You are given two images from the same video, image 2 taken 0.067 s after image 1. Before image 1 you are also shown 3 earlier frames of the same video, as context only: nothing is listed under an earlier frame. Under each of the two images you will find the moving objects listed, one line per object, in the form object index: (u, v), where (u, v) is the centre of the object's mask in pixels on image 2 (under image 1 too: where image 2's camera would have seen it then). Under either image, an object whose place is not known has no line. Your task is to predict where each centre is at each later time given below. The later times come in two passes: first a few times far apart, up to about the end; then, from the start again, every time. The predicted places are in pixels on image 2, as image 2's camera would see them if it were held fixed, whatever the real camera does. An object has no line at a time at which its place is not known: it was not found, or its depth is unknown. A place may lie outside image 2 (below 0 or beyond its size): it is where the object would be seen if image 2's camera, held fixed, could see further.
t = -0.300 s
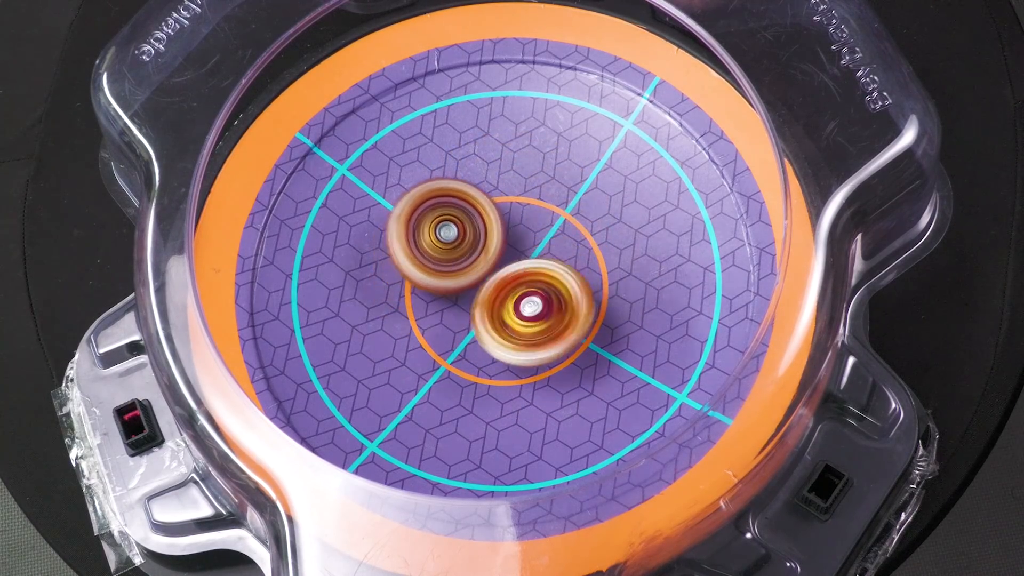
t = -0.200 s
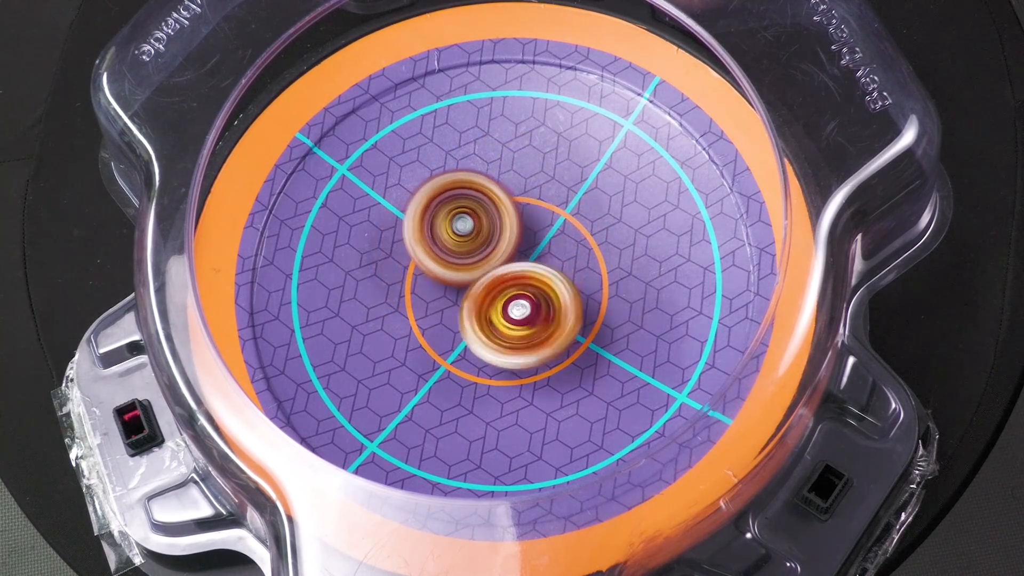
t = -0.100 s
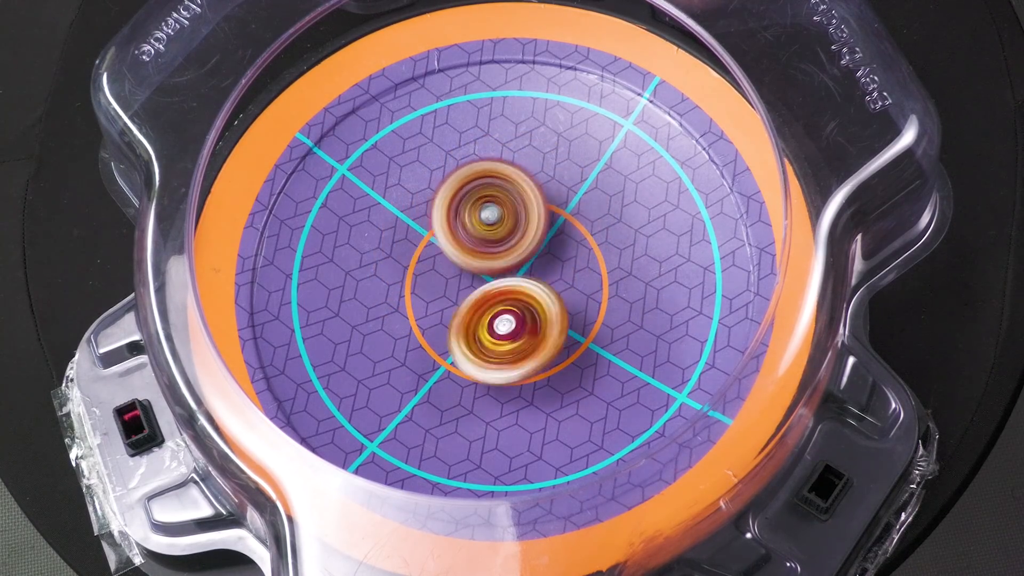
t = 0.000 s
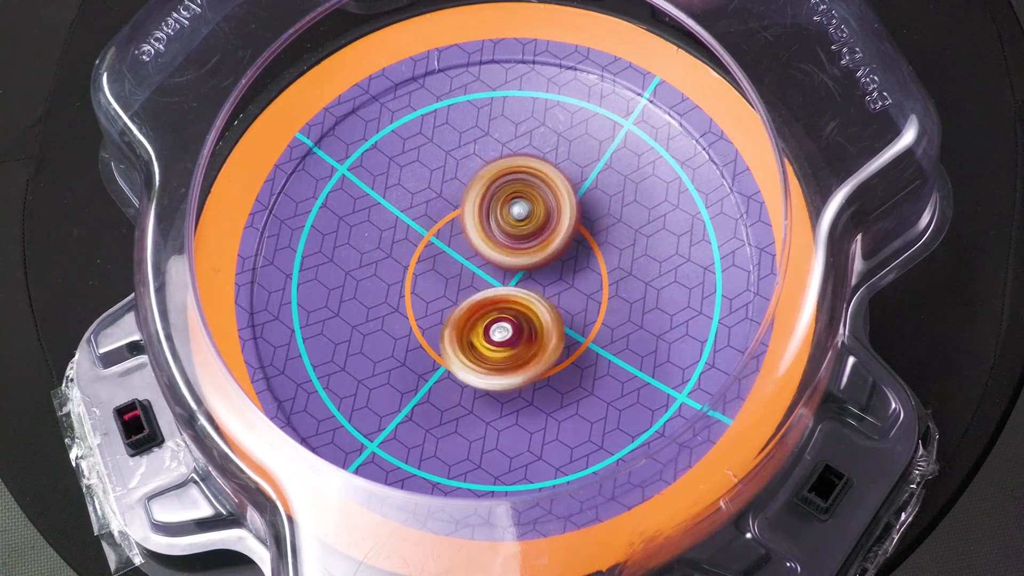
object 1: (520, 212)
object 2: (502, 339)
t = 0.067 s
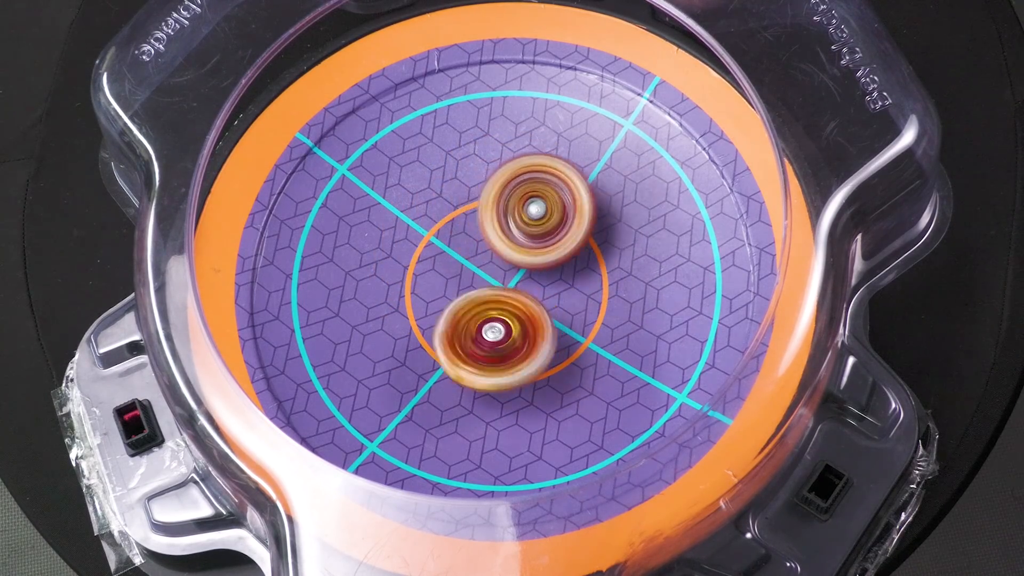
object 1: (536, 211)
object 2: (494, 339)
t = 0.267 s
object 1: (573, 219)
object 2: (484, 315)
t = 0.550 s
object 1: (584, 251)
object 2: (455, 267)
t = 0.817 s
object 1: (558, 305)
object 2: (435, 228)
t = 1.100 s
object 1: (496, 340)
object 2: (490, 221)
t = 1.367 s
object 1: (448, 345)
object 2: (530, 249)
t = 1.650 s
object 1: (429, 293)
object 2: (547, 278)
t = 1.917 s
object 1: (452, 208)
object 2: (556, 298)
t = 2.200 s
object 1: (514, 169)
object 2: (515, 280)
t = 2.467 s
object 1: (569, 193)
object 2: (462, 272)
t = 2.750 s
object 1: (588, 290)
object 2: (475, 278)
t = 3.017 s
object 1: (554, 357)
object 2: (547, 244)
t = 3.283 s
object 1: (484, 351)
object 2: (586, 187)
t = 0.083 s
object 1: (541, 211)
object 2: (492, 338)
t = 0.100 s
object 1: (544, 212)
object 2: (491, 337)
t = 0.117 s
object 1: (549, 212)
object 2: (489, 336)
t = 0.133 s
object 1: (552, 213)
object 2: (487, 334)
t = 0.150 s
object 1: (555, 213)
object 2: (487, 333)
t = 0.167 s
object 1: (559, 214)
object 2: (485, 331)
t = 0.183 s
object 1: (561, 214)
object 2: (484, 328)
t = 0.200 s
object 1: (564, 215)
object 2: (484, 326)
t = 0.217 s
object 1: (566, 216)
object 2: (483, 323)
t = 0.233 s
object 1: (569, 217)
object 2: (483, 320)
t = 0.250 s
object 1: (570, 218)
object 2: (484, 317)
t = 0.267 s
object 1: (573, 219)
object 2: (484, 315)
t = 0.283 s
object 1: (574, 220)
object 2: (485, 311)
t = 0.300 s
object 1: (576, 221)
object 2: (486, 308)
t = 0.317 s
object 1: (577, 222)
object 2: (486, 306)
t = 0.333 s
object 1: (578, 224)
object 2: (488, 303)
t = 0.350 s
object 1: (579, 225)
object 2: (488, 300)
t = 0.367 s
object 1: (581, 226)
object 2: (486, 296)
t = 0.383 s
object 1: (582, 228)
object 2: (485, 294)
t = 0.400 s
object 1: (583, 229)
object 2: (481, 291)
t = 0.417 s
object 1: (584, 232)
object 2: (477, 289)
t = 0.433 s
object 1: (585, 234)
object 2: (475, 287)
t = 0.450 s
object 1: (585, 237)
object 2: (474, 283)
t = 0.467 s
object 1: (585, 239)
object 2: (472, 280)
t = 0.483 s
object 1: (585, 242)
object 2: (471, 277)
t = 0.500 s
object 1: (585, 244)
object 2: (467, 274)
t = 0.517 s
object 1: (585, 246)
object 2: (462, 271)
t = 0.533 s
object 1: (585, 249)
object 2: (458, 269)
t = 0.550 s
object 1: (584, 251)
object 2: (455, 267)
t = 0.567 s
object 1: (583, 255)
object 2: (454, 265)
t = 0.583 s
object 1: (582, 257)
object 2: (453, 264)
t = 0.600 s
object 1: (580, 261)
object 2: (452, 262)
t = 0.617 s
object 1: (578, 264)
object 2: (452, 261)
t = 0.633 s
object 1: (576, 268)
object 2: (451, 261)
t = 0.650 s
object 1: (574, 271)
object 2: (451, 260)
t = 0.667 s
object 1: (572, 275)
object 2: (450, 258)
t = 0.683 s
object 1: (570, 279)
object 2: (446, 254)
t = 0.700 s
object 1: (571, 283)
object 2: (440, 250)
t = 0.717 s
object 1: (571, 287)
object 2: (434, 245)
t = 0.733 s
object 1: (570, 290)
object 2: (431, 241)
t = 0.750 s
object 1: (567, 294)
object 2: (429, 237)
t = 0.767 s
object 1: (566, 296)
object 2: (430, 233)
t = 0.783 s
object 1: (563, 300)
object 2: (431, 231)
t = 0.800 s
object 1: (560, 302)
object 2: (433, 229)
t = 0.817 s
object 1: (558, 305)
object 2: (435, 228)
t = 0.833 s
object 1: (555, 307)
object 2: (436, 228)
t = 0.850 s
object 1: (552, 310)
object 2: (438, 226)
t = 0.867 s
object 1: (548, 312)
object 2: (439, 224)
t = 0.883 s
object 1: (546, 314)
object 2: (443, 224)
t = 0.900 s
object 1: (541, 317)
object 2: (444, 223)
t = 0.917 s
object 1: (539, 319)
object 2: (448, 222)
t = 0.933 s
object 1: (535, 321)
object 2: (450, 222)
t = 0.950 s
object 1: (531, 323)
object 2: (453, 223)
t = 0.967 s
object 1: (527, 324)
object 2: (457, 222)
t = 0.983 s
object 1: (523, 326)
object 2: (461, 221)
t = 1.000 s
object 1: (520, 328)
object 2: (467, 222)
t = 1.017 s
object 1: (516, 331)
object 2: (469, 218)
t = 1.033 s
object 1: (513, 334)
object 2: (474, 216)
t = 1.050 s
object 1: (508, 336)
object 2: (478, 215)
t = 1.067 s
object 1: (505, 337)
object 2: (483, 217)
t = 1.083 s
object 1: (500, 339)
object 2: (487, 217)
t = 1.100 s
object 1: (496, 340)
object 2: (490, 221)
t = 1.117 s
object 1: (493, 341)
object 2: (493, 222)
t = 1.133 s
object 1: (489, 342)
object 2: (496, 224)
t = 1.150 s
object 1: (486, 344)
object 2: (501, 223)
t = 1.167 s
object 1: (481, 346)
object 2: (507, 221)
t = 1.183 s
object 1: (477, 347)
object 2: (512, 223)
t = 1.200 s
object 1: (473, 348)
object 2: (515, 224)
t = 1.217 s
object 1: (470, 348)
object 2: (518, 227)
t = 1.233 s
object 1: (467, 349)
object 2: (519, 230)
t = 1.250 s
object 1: (464, 348)
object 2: (519, 234)
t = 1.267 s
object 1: (462, 348)
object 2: (519, 236)
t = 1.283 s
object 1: (459, 348)
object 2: (521, 239)
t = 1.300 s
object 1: (458, 347)
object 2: (522, 241)
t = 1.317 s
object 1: (455, 347)
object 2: (524, 245)
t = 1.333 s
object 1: (452, 346)
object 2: (526, 246)
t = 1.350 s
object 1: (450, 346)
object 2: (529, 248)
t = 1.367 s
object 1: (448, 345)
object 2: (530, 249)
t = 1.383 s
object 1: (447, 344)
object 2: (531, 252)
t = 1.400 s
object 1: (444, 342)
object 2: (531, 254)
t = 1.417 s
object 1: (443, 341)
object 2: (531, 257)
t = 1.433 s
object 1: (440, 340)
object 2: (534, 257)
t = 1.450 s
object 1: (439, 338)
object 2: (536, 259)
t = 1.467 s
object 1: (438, 337)
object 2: (537, 260)
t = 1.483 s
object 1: (437, 334)
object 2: (538, 262)
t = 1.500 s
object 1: (436, 331)
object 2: (537, 264)
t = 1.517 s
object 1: (434, 328)
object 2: (537, 265)
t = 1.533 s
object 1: (433, 325)
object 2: (537, 266)
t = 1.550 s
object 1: (432, 322)
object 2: (539, 267)
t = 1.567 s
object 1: (431, 318)
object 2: (539, 268)
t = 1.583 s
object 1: (431, 314)
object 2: (542, 270)
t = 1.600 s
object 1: (430, 309)
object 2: (543, 273)
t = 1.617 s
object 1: (430, 304)
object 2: (544, 274)
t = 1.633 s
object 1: (429, 300)
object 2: (546, 277)
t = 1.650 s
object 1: (429, 293)
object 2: (547, 278)
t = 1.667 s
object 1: (430, 289)
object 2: (548, 281)
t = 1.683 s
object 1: (430, 281)
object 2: (549, 283)
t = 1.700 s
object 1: (431, 275)
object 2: (550, 285)
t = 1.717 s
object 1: (430, 269)
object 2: (552, 288)
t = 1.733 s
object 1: (431, 263)
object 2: (553, 291)
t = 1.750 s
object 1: (432, 258)
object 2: (554, 293)
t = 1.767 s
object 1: (433, 252)
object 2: (554, 294)
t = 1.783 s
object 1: (435, 246)
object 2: (555, 294)
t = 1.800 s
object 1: (436, 241)
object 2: (556, 294)
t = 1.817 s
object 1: (438, 235)
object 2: (557, 294)
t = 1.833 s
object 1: (440, 231)
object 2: (559, 294)
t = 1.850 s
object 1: (442, 225)
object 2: (559, 296)
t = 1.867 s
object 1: (445, 221)
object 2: (559, 296)
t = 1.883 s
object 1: (447, 216)
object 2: (558, 298)
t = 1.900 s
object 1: (450, 211)
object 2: (558, 298)
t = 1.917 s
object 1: (452, 208)
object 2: (556, 298)
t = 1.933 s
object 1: (455, 204)
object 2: (555, 297)
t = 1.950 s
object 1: (459, 200)
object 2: (554, 297)
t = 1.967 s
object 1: (461, 198)
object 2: (554, 297)
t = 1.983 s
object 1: (465, 194)
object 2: (551, 297)
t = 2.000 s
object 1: (469, 192)
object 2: (548, 297)
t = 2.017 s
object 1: (472, 189)
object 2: (546, 297)
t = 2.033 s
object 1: (476, 187)
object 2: (543, 296)
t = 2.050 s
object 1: (479, 184)
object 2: (541, 294)
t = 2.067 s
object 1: (483, 182)
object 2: (537, 292)
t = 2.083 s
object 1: (487, 181)
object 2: (535, 290)
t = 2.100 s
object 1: (491, 178)
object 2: (532, 288)
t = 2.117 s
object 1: (495, 177)
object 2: (530, 285)
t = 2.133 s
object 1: (498, 175)
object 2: (527, 281)
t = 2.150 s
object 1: (502, 173)
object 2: (525, 279)
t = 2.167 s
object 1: (506, 172)
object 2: (522, 278)
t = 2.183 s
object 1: (509, 170)
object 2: (519, 280)
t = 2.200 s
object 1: (514, 169)
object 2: (515, 280)
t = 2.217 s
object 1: (517, 168)
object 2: (512, 280)
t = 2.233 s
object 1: (521, 167)
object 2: (510, 278)
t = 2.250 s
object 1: (524, 167)
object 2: (507, 276)
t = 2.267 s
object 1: (527, 167)
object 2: (508, 272)
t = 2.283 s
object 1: (532, 167)
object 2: (507, 270)
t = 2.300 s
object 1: (534, 167)
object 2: (506, 270)
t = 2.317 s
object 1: (538, 168)
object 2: (502, 269)
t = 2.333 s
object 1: (541, 170)
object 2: (500, 269)
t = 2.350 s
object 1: (544, 170)
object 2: (496, 268)
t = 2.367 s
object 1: (548, 173)
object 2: (493, 267)
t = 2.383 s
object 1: (551, 175)
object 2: (490, 265)
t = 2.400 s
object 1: (555, 178)
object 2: (484, 265)
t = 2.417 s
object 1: (558, 181)
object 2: (478, 266)
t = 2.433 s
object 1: (562, 184)
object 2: (470, 269)
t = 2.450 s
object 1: (566, 188)
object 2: (466, 271)
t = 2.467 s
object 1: (569, 193)
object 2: (462, 272)
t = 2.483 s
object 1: (571, 197)
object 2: (457, 271)
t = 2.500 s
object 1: (574, 202)
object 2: (455, 271)
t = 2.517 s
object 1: (575, 206)
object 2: (452, 271)
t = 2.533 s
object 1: (578, 211)
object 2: (451, 270)
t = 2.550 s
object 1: (580, 217)
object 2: (452, 270)
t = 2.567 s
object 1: (582, 222)
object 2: (452, 269)
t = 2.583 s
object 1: (584, 228)
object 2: (455, 269)
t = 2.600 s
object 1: (584, 235)
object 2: (457, 269)
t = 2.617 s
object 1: (586, 240)
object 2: (459, 270)
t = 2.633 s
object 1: (587, 247)
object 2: (463, 271)
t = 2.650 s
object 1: (587, 253)
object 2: (464, 271)
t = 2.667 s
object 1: (589, 258)
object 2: (466, 272)
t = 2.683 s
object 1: (589, 266)
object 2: (468, 274)
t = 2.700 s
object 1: (589, 272)
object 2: (470, 275)
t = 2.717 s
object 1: (589, 278)
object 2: (472, 277)
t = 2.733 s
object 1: (588, 284)
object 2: (473, 277)
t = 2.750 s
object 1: (588, 290)
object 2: (475, 278)
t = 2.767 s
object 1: (588, 296)
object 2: (476, 278)
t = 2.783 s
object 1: (586, 301)
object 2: (479, 276)
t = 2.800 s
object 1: (586, 307)
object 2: (481, 277)
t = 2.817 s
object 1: (583, 313)
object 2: (483, 275)
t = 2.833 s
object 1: (582, 318)
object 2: (487, 273)
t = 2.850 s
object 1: (581, 324)
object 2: (490, 270)
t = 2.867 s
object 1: (578, 329)
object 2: (494, 267)
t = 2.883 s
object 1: (577, 333)
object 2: (500, 264)
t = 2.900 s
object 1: (574, 338)
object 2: (504, 262)
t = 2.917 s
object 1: (571, 342)
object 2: (510, 259)
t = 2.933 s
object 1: (569, 345)
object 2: (517, 256)
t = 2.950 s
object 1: (566, 349)
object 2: (523, 254)
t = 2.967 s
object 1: (563, 351)
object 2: (529, 252)
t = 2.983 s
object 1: (560, 354)
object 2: (535, 249)
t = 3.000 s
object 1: (557, 356)
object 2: (542, 247)
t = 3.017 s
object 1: (554, 357)
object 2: (547, 244)
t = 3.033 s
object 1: (550, 360)
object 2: (553, 240)
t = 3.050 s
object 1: (547, 360)
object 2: (559, 236)
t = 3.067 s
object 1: (544, 361)
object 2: (564, 232)
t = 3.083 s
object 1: (539, 362)
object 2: (569, 228)
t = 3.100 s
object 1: (535, 362)
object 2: (572, 224)
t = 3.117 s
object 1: (532, 363)
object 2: (575, 219)
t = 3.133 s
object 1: (527, 363)
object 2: (579, 215)
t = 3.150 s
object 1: (523, 362)
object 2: (582, 211)
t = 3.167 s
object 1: (518, 363)
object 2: (584, 207)
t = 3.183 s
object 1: (513, 361)
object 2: (585, 203)
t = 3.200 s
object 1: (509, 360)
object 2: (586, 200)
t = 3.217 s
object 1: (503, 359)
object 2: (586, 196)
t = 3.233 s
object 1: (498, 357)
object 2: (586, 193)
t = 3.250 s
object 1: (495, 356)
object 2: (586, 191)
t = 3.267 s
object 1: (489, 353)
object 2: (586, 189)
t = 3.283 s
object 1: (484, 351)
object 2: (586, 187)
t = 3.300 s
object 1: (480, 349)
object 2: (586, 185)
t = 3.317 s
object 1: (473, 345)
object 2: (586, 184)
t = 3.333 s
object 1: (469, 342)
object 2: (586, 183)
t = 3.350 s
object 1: (464, 340)
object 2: (585, 182)
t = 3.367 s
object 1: (459, 336)
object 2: (584, 181)
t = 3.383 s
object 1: (456, 332)
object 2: (584, 181)
